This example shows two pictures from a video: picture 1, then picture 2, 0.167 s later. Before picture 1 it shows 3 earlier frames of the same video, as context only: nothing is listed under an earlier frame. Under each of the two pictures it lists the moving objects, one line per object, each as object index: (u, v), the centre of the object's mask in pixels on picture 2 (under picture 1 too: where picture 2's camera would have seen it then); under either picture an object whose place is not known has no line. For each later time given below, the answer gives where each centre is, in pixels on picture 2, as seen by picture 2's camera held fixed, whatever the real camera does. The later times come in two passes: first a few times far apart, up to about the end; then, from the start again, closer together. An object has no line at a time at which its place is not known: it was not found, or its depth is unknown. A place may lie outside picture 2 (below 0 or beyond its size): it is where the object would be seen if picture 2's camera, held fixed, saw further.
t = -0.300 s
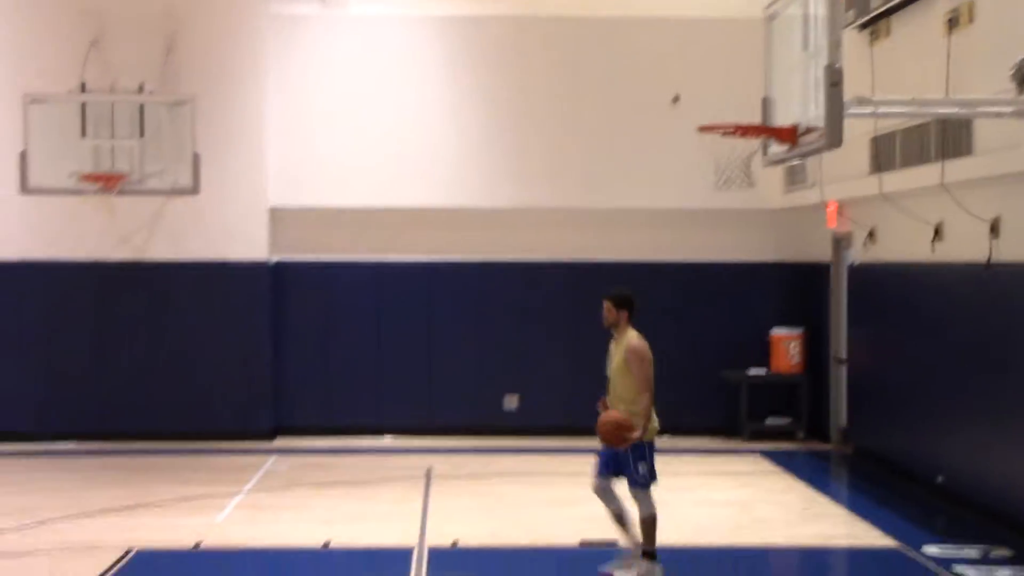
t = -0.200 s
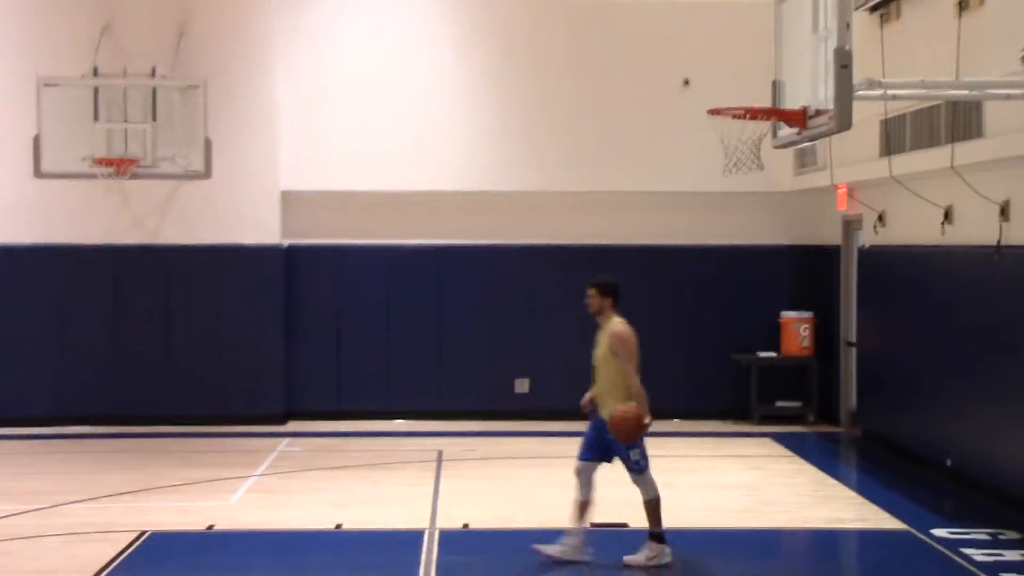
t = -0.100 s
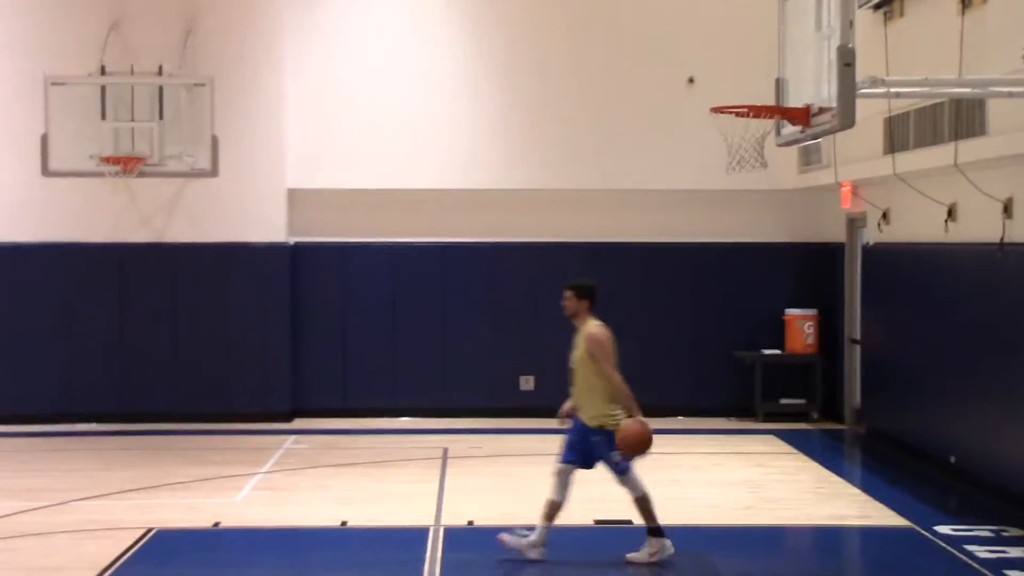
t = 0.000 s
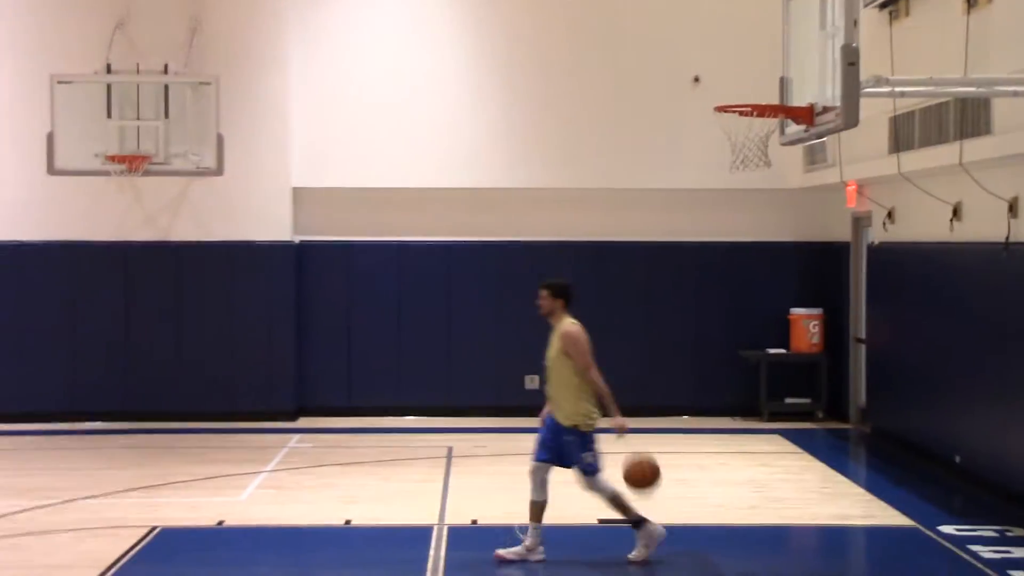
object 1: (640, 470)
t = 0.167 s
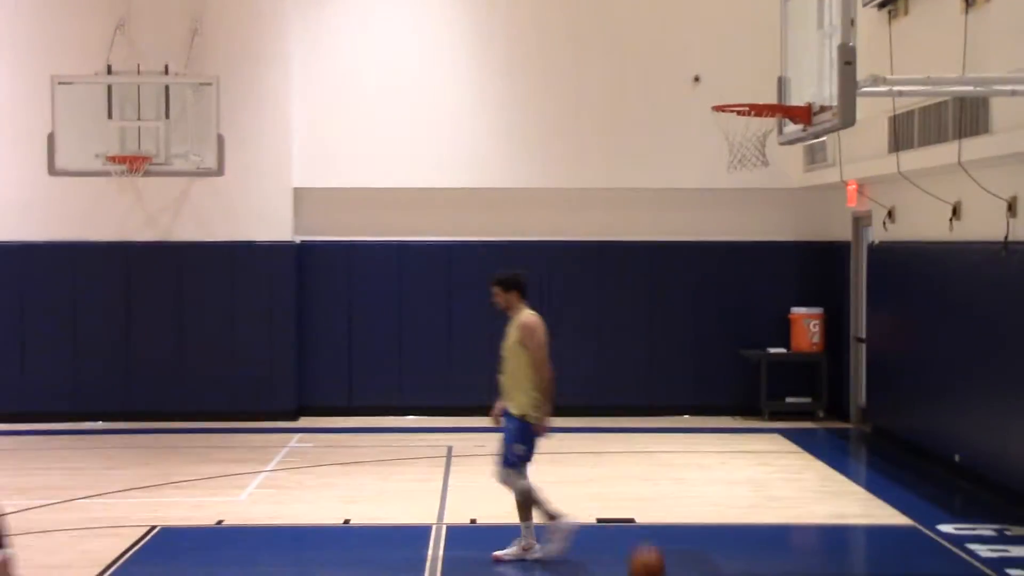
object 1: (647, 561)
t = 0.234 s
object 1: (645, 548)
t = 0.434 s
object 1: (634, 486)
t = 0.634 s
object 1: (623, 488)
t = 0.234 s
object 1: (645, 548)
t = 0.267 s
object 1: (642, 534)
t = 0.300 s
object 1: (642, 520)
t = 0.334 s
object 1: (639, 508)
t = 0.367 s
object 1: (637, 498)
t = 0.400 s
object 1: (636, 490)
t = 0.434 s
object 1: (634, 486)
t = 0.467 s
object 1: (632, 482)
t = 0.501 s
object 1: (630, 480)
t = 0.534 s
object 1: (628, 479)
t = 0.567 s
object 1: (626, 481)
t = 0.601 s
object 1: (625, 484)
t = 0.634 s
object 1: (623, 488)
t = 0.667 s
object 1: (620, 495)
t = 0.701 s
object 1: (617, 503)
